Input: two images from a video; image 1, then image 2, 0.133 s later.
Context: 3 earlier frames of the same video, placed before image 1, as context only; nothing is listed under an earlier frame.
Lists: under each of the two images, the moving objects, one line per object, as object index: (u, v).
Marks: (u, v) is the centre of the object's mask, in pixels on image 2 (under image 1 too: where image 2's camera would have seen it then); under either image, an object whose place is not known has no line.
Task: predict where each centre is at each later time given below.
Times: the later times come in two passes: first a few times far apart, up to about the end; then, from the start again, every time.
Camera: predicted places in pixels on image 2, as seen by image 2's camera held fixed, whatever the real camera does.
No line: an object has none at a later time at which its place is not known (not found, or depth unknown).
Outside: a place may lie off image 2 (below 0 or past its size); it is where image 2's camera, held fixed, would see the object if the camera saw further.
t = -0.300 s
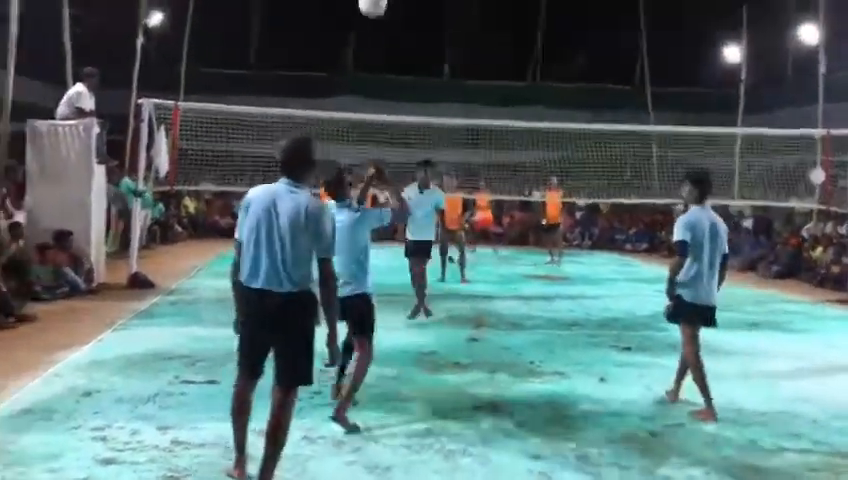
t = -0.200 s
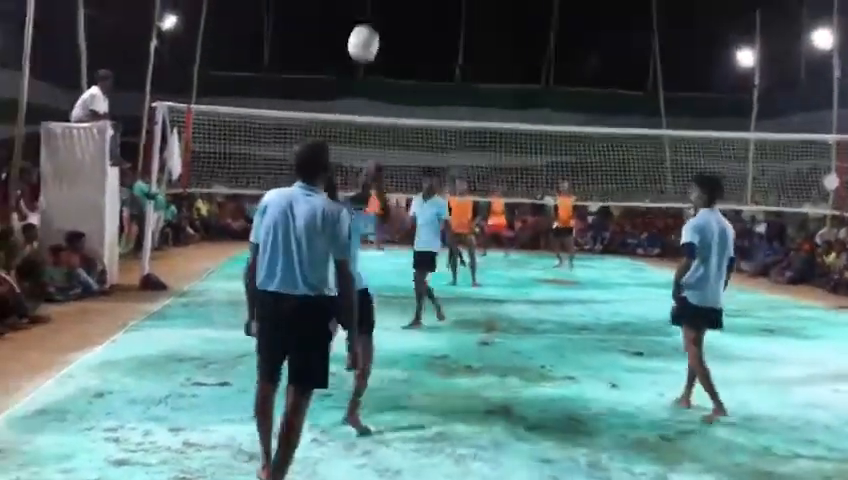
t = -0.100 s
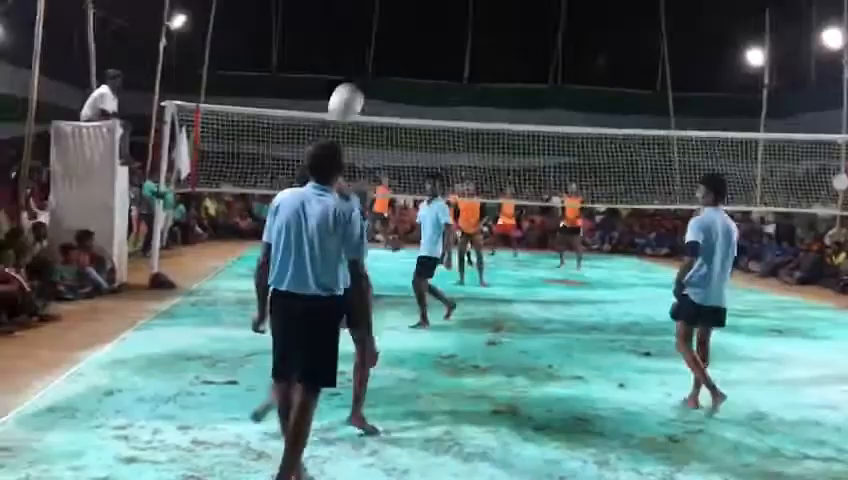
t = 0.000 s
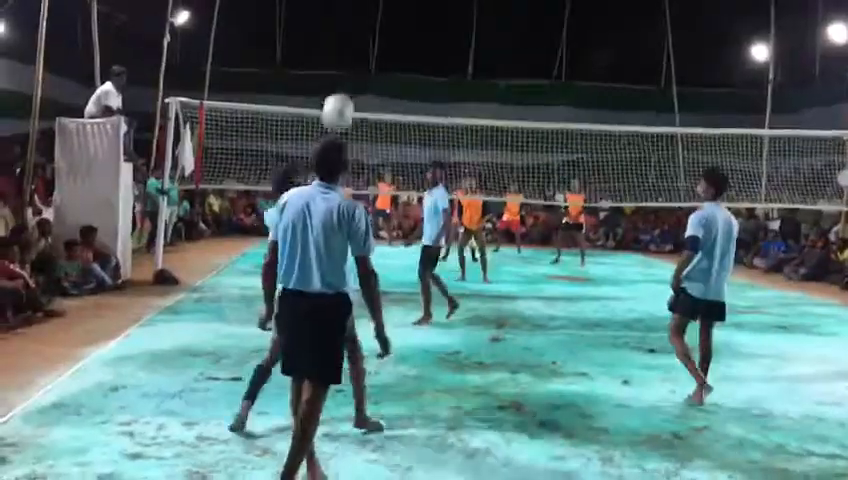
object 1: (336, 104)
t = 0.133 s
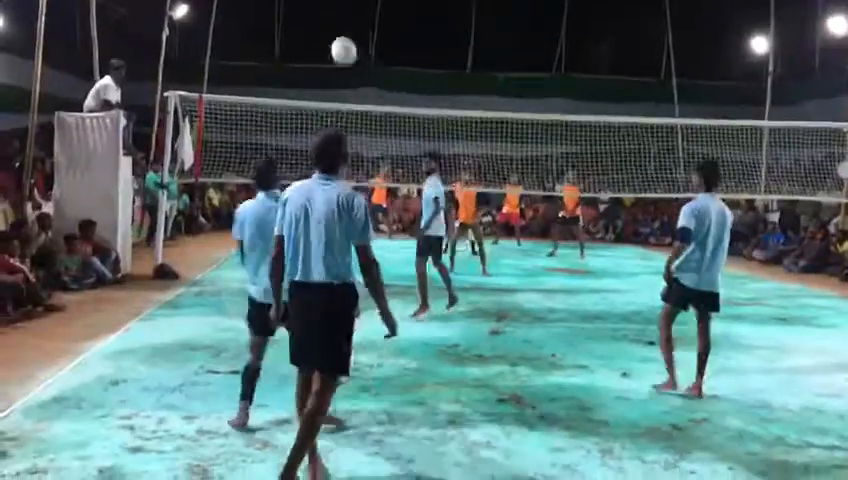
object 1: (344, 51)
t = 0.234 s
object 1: (344, 33)
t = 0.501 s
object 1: (337, 41)
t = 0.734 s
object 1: (333, 83)
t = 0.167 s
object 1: (344, 43)
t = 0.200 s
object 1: (344, 37)
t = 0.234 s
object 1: (344, 33)
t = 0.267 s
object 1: (343, 31)
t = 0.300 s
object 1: (343, 29)
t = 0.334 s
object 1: (342, 29)
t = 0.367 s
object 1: (341, 29)
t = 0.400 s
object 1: (340, 31)
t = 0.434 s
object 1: (339, 33)
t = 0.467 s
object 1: (338, 37)
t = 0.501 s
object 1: (337, 41)
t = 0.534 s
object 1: (337, 46)
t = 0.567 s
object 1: (336, 51)
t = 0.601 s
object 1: (335, 57)
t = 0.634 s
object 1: (334, 63)
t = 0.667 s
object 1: (334, 69)
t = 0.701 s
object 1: (333, 77)
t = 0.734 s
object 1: (333, 83)
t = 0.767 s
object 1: (333, 91)
